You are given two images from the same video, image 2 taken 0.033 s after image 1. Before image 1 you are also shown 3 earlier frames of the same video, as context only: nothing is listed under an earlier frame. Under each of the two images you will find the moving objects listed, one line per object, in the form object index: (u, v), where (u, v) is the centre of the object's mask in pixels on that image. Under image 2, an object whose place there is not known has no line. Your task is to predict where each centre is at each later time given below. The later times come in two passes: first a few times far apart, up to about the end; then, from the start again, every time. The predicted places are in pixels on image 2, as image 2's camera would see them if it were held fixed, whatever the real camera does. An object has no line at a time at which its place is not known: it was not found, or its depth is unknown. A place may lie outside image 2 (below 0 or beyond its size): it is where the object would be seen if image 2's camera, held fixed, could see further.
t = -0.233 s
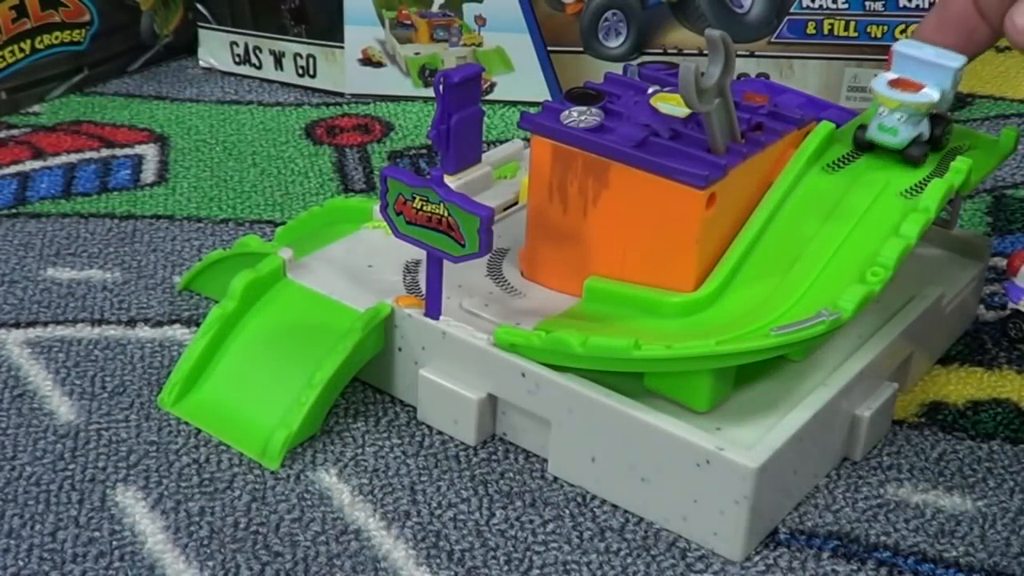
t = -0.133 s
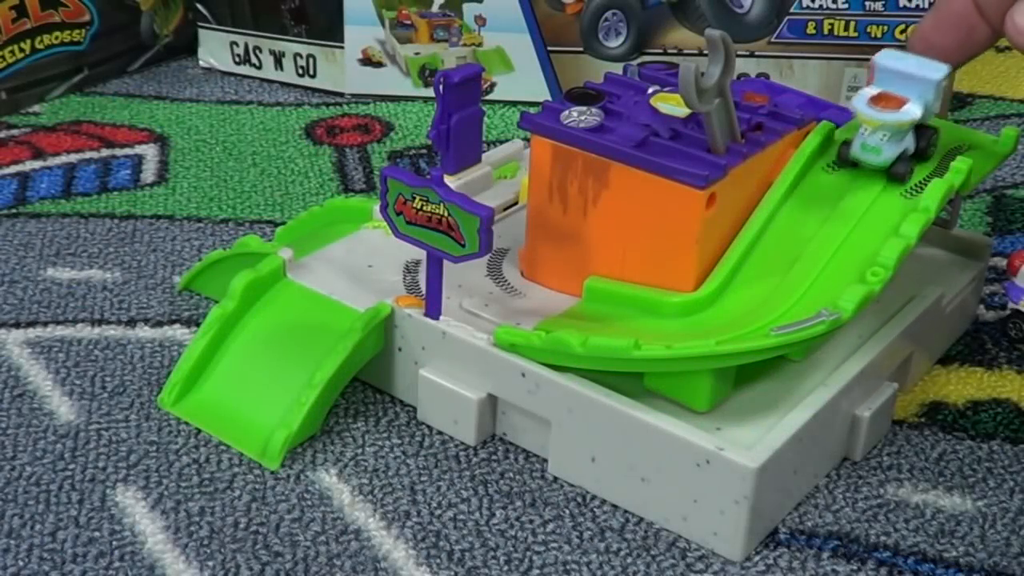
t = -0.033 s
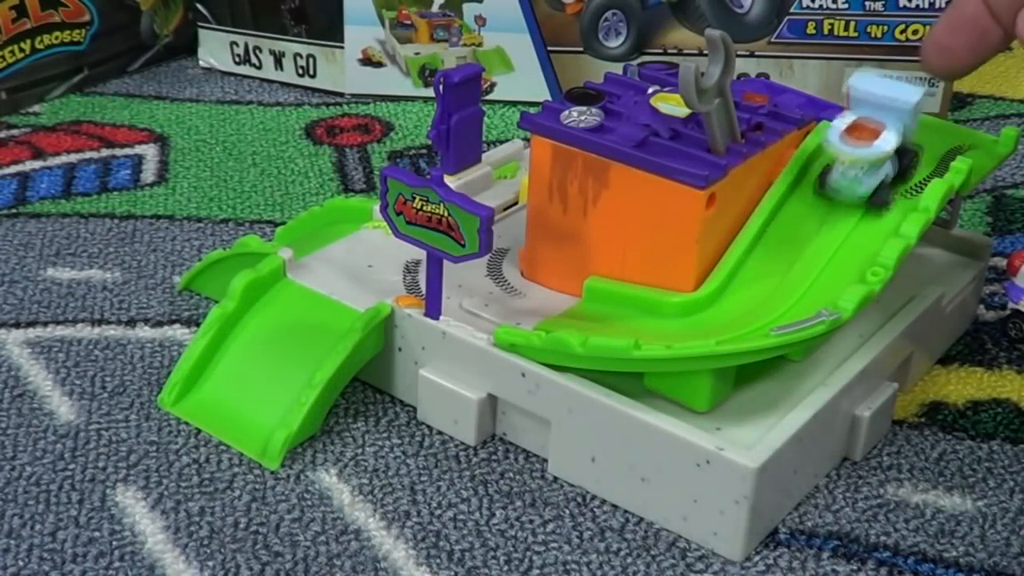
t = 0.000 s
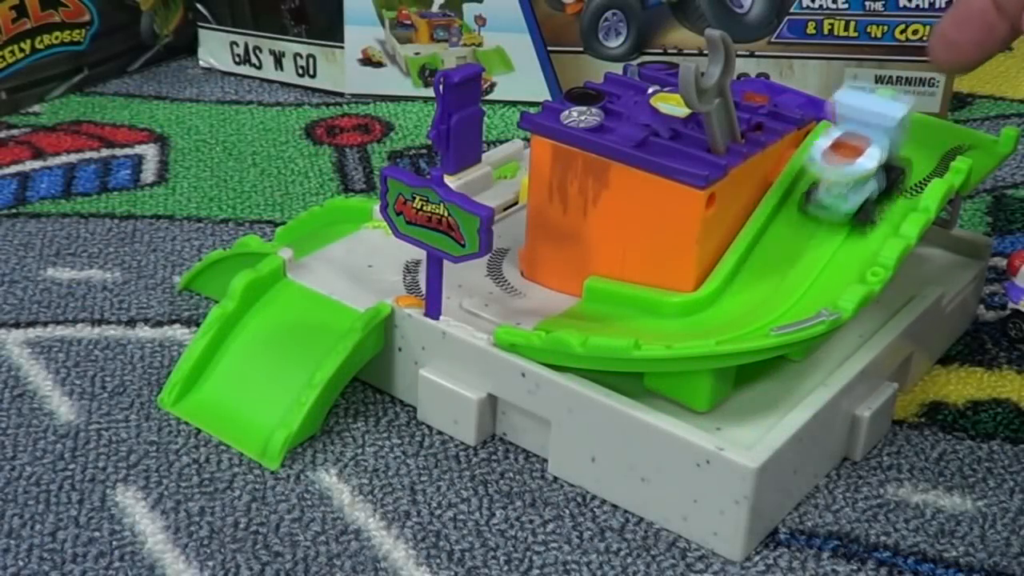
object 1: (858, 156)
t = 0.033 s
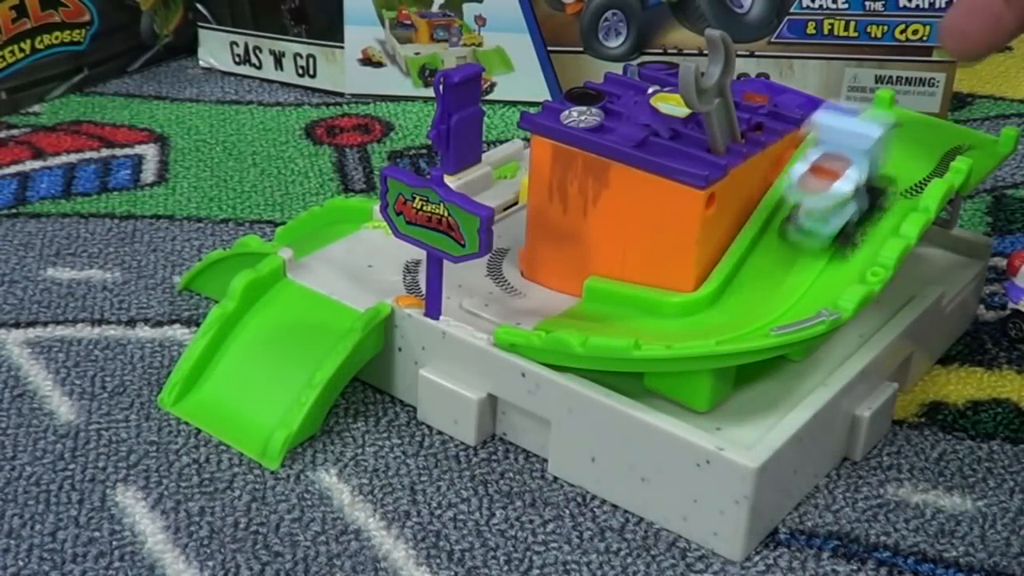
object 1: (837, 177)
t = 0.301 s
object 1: (491, 277)
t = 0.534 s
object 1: (494, 238)
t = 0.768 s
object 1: (496, 238)
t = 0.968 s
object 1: (496, 237)
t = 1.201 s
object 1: (496, 237)
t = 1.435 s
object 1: (496, 238)
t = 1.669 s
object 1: (496, 237)
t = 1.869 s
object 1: (496, 237)
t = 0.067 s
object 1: (807, 212)
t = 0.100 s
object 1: (771, 249)
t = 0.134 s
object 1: (724, 270)
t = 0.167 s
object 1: (660, 283)
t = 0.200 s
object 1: (605, 278)
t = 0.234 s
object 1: (552, 278)
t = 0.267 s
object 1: (507, 276)
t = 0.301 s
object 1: (491, 277)
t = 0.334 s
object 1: (489, 264)
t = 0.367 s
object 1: (490, 255)
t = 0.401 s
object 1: (491, 244)
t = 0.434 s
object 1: (491, 241)
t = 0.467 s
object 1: (492, 239)
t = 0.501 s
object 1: (493, 239)
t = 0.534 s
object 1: (494, 238)
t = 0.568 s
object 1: (495, 238)
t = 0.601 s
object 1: (496, 238)
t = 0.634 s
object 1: (496, 238)
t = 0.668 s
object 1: (496, 238)
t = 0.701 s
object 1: (496, 238)
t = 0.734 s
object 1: (496, 238)
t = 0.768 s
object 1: (496, 238)
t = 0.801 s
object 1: (496, 238)
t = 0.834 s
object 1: (496, 238)
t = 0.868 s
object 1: (496, 238)
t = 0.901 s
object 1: (496, 238)
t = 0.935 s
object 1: (496, 237)
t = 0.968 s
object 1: (496, 237)
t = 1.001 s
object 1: (496, 237)
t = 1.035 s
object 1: (496, 237)
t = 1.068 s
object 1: (496, 237)
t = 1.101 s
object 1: (496, 237)
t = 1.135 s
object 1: (496, 237)
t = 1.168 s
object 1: (496, 237)
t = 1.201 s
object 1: (496, 237)
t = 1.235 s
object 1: (496, 237)
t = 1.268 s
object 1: (496, 237)
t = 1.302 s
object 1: (496, 237)
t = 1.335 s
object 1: (496, 238)
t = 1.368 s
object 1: (496, 237)
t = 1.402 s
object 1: (496, 238)
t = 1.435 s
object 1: (496, 238)
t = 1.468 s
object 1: (496, 238)
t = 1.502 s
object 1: (496, 237)
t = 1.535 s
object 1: (496, 238)
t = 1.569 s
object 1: (496, 238)
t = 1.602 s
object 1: (496, 237)
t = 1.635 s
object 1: (496, 237)
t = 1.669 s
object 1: (496, 237)
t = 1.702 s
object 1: (496, 237)
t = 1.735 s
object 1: (496, 237)
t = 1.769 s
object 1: (496, 237)
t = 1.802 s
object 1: (496, 237)
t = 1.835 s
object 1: (496, 237)
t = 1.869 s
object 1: (496, 237)
